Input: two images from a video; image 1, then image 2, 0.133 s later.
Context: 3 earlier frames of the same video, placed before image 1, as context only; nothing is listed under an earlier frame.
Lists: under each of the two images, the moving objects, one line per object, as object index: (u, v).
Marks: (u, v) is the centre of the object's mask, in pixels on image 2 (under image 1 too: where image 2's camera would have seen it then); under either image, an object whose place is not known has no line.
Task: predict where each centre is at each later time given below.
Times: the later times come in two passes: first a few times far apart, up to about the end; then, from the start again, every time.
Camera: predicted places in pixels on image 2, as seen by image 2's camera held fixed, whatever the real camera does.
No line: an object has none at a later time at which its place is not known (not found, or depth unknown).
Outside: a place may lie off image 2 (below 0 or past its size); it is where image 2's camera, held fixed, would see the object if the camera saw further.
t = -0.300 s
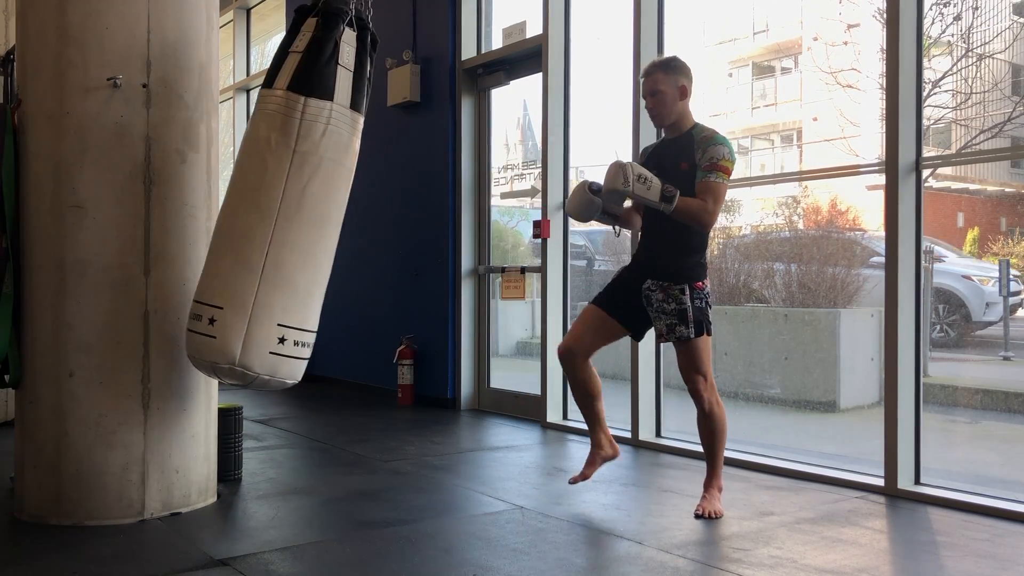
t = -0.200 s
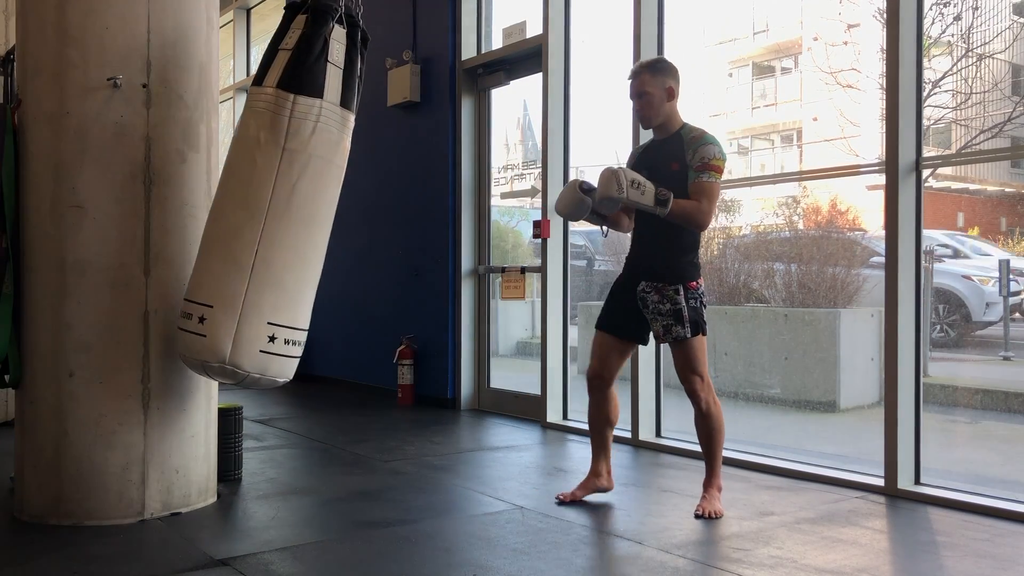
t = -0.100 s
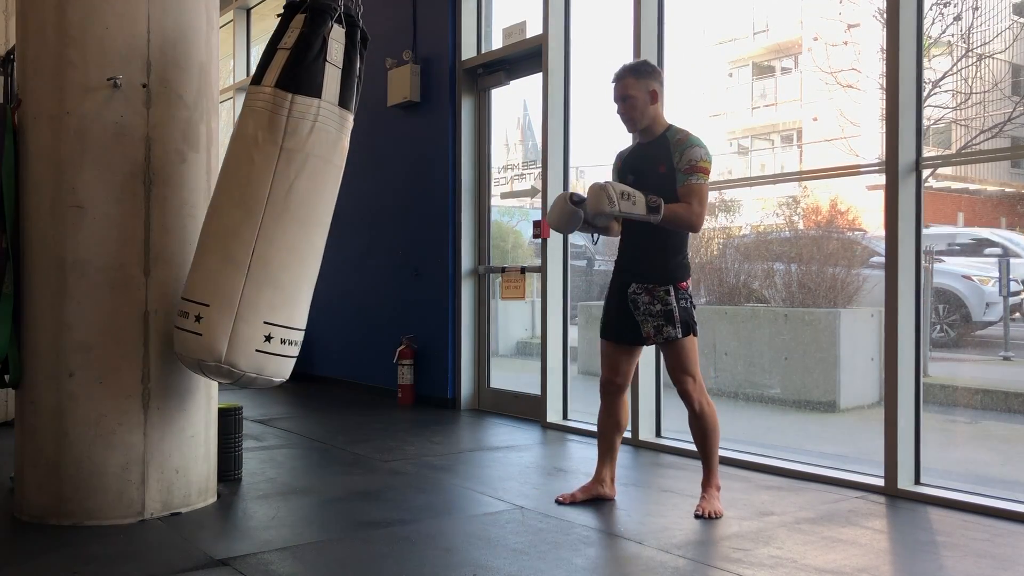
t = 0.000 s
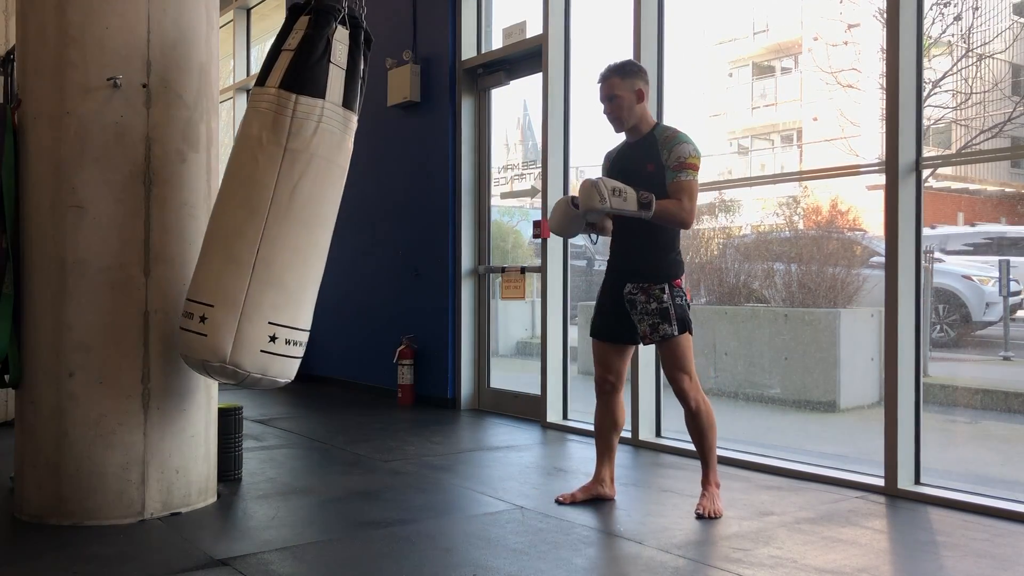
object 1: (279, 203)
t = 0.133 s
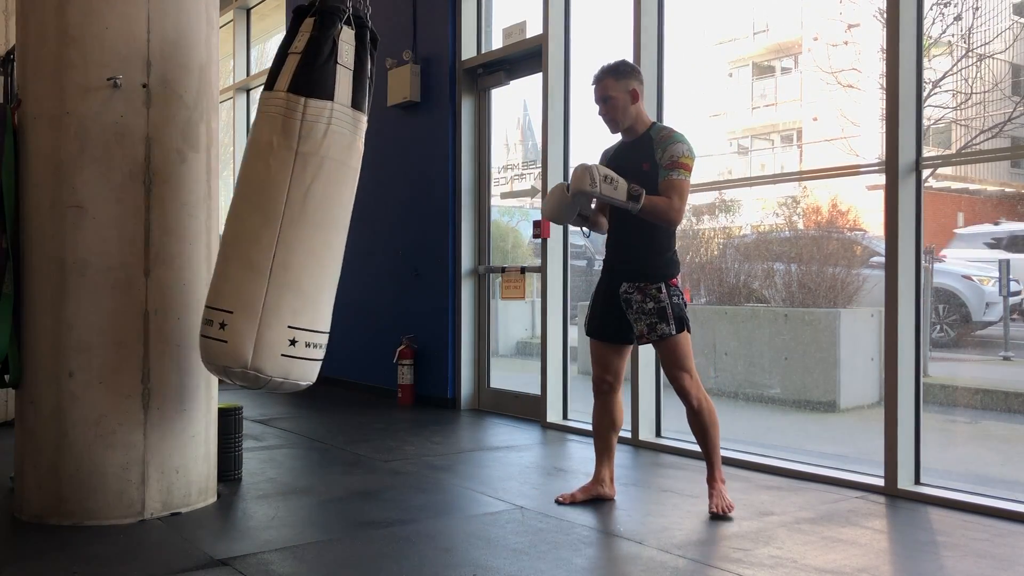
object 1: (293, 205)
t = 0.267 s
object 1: (316, 209)
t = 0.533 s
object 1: (379, 216)
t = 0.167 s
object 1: (298, 206)
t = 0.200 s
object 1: (304, 207)
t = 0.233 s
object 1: (310, 208)
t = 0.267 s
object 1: (316, 209)
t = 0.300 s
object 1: (323, 211)
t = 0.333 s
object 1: (330, 212)
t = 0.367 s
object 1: (338, 213)
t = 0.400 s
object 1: (346, 213)
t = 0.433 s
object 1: (354, 214)
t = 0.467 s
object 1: (362, 215)
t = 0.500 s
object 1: (371, 215)
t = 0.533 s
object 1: (379, 216)
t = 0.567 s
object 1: (388, 216)
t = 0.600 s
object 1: (397, 215)
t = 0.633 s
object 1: (405, 215)
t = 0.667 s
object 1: (413, 215)
